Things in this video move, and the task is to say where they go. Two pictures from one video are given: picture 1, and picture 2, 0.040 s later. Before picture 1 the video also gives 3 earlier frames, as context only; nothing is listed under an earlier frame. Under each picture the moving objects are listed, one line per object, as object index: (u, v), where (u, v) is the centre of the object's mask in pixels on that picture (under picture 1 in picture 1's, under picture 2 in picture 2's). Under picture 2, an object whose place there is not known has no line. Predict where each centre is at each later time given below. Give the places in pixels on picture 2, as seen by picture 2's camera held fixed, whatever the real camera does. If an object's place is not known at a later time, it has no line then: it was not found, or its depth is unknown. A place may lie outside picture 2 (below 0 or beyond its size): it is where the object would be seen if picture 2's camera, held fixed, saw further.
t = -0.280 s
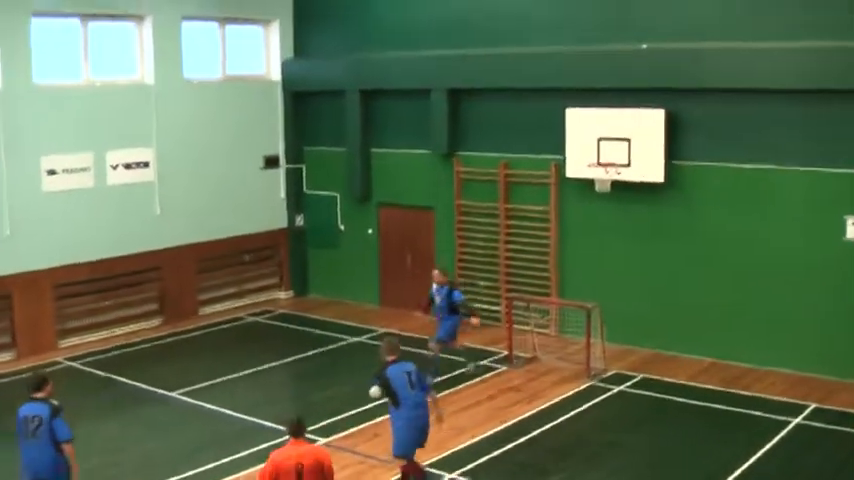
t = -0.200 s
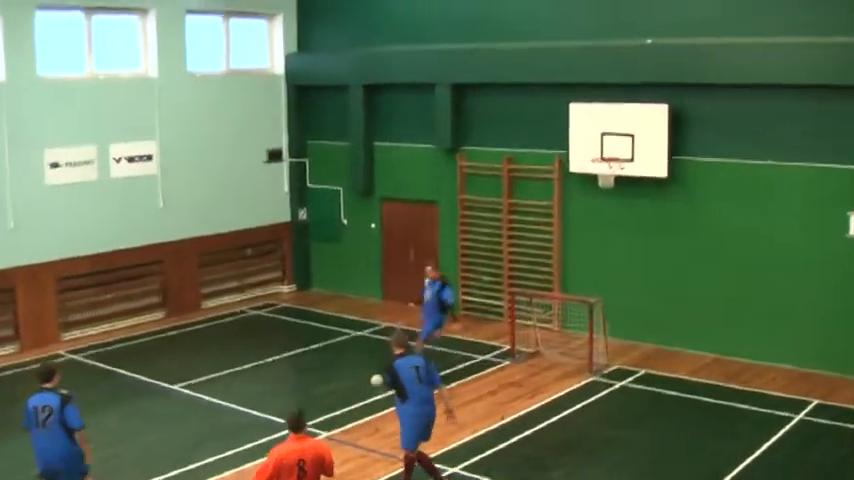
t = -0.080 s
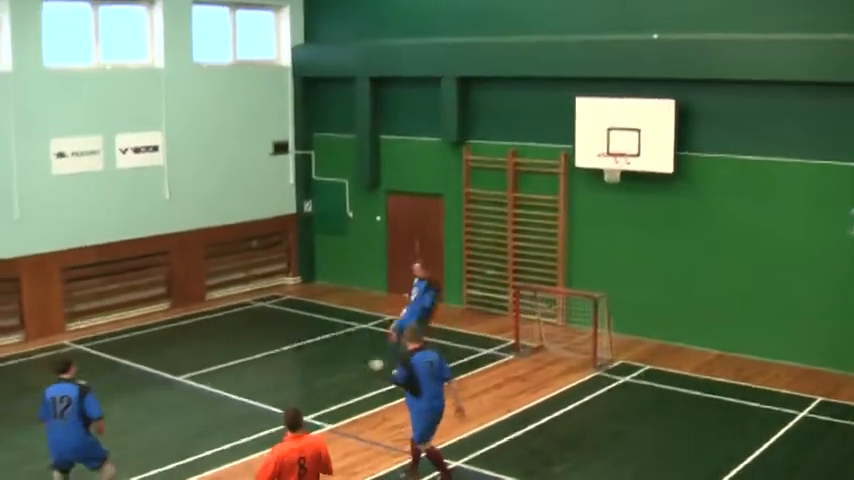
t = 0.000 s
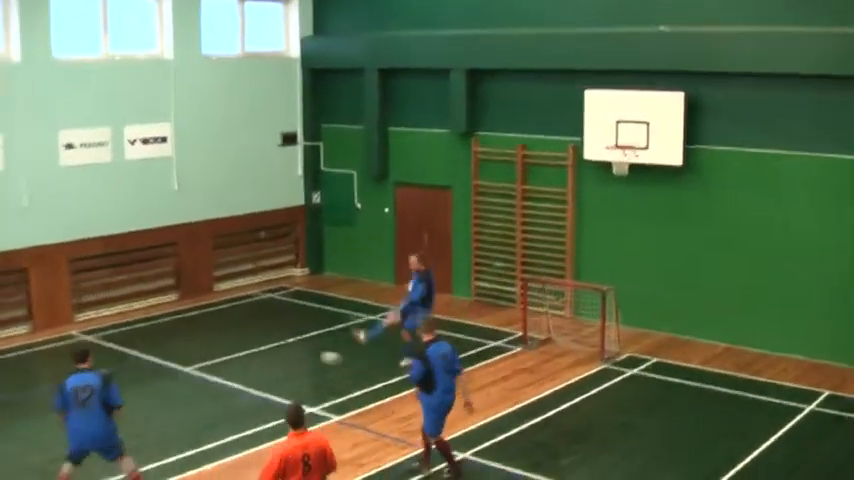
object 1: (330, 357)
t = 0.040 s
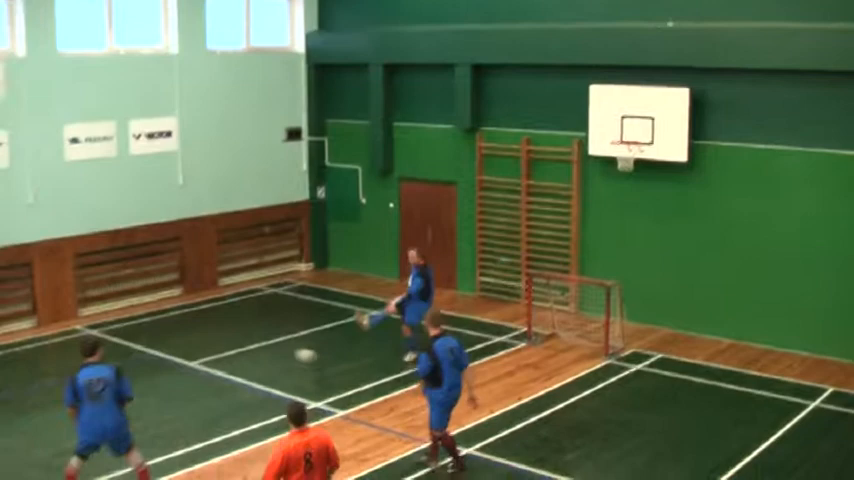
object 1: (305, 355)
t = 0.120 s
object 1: (241, 364)
